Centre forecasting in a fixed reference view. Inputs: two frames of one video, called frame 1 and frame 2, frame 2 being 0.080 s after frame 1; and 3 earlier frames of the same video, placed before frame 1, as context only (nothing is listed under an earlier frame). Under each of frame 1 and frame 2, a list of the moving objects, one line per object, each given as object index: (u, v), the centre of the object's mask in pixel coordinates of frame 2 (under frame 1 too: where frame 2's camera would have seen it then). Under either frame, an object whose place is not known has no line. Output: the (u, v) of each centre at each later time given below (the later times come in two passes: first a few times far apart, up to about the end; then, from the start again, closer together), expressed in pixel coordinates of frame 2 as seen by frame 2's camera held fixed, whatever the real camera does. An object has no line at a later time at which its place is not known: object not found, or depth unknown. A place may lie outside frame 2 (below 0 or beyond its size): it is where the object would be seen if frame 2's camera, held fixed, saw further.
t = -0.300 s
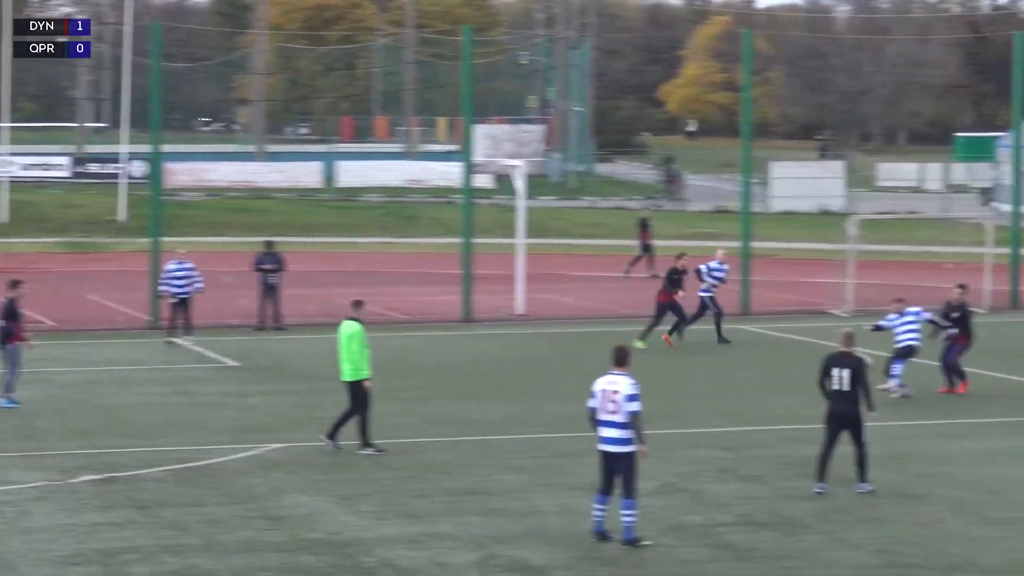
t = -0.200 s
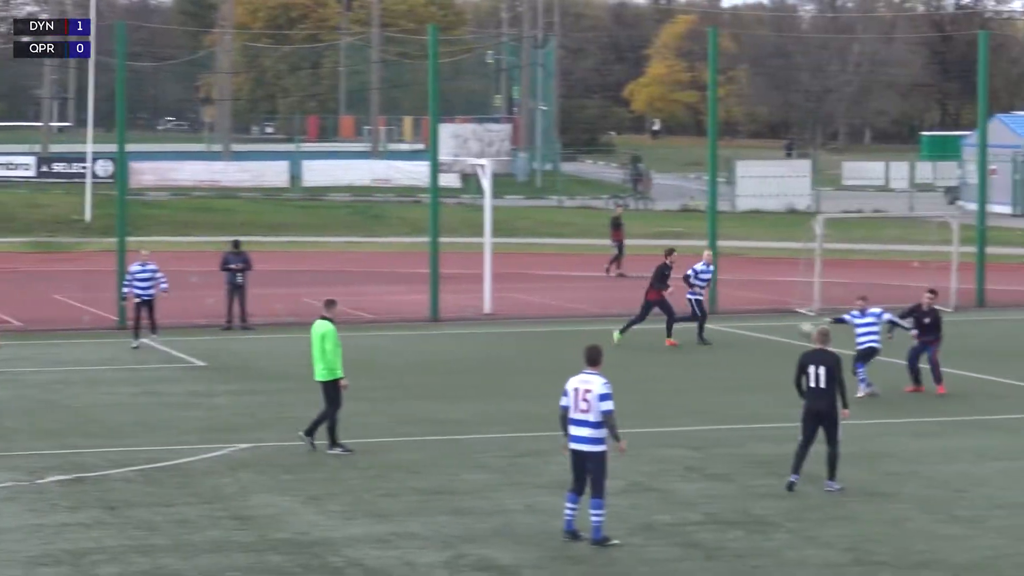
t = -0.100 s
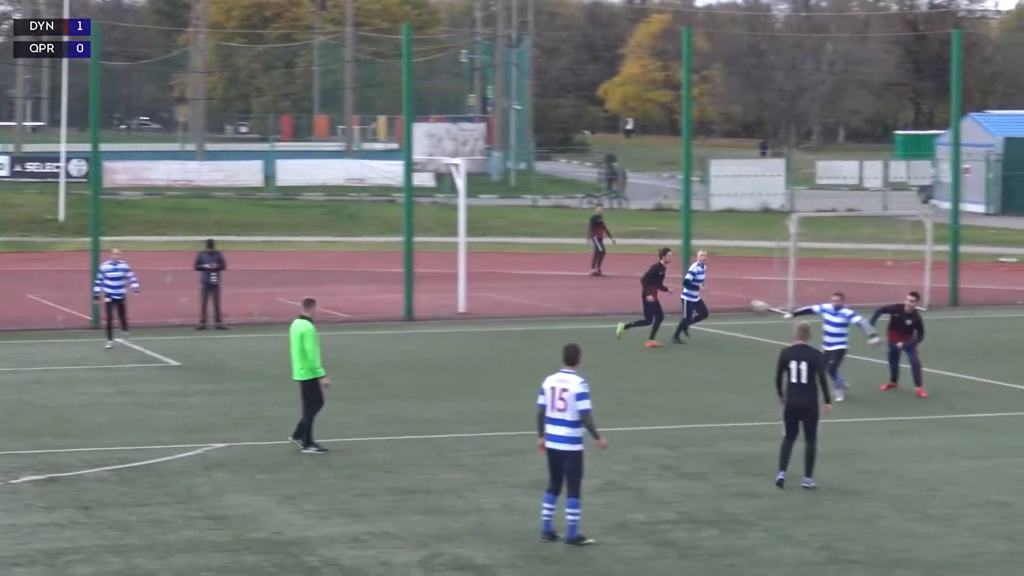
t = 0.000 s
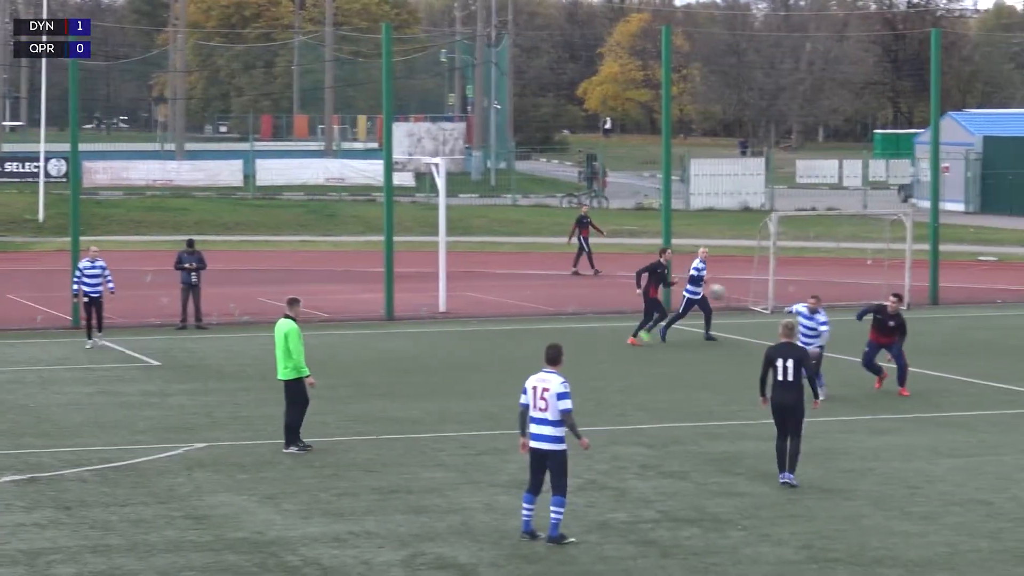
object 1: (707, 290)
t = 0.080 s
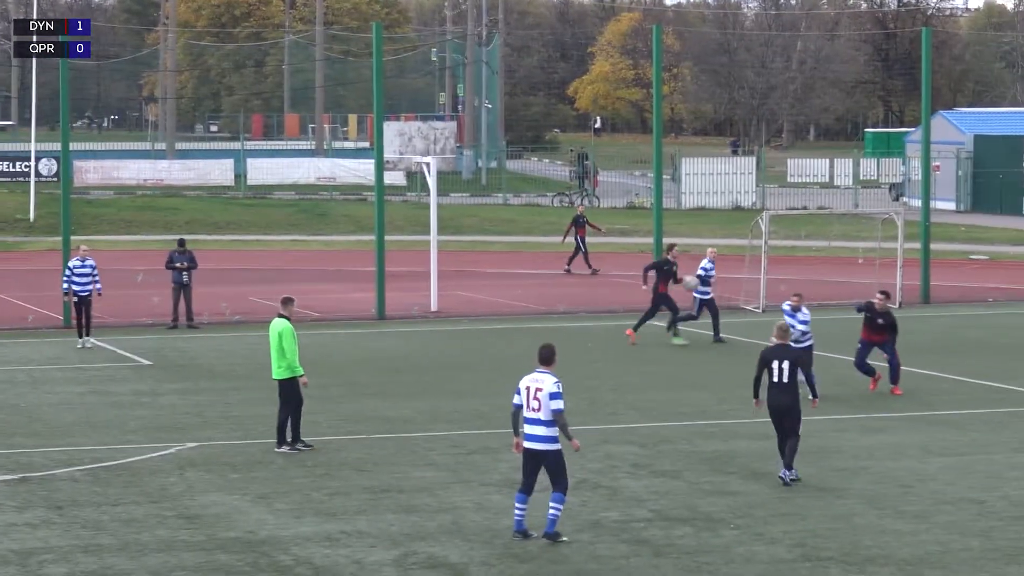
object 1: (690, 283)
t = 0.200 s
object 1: (663, 283)
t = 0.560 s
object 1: (582, 335)
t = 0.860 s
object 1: (532, 388)
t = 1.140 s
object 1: (531, 358)
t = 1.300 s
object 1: (531, 366)
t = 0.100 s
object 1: (685, 282)
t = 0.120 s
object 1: (681, 282)
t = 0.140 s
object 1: (676, 282)
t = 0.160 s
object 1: (672, 282)
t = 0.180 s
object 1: (669, 283)
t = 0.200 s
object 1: (663, 283)
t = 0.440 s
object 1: (610, 307)
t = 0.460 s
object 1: (605, 311)
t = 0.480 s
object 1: (601, 315)
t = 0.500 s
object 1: (595, 321)
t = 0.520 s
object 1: (591, 324)
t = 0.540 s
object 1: (587, 329)
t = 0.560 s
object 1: (582, 335)
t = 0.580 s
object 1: (578, 340)
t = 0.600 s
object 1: (573, 345)
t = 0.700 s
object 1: (550, 379)
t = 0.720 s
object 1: (545, 387)
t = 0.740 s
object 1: (540, 394)
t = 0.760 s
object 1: (535, 404)
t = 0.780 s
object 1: (532, 407)
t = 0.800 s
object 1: (532, 401)
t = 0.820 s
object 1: (531, 397)
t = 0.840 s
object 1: (532, 392)
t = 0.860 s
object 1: (532, 388)
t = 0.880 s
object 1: (531, 384)
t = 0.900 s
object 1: (531, 380)
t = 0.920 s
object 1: (532, 377)
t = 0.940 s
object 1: (532, 374)
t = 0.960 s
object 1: (531, 371)
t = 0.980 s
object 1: (532, 368)
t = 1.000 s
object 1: (532, 366)
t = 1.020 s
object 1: (532, 364)
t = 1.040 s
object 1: (532, 362)
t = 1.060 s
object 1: (531, 361)
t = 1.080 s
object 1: (531, 360)
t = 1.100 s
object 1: (532, 359)
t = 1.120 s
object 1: (531, 358)
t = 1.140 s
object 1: (531, 358)
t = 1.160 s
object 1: (531, 358)
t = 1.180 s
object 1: (531, 358)
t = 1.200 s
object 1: (531, 359)
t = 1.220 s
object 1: (531, 359)
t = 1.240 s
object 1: (531, 361)
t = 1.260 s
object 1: (531, 362)
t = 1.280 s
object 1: (531, 364)
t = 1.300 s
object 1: (531, 366)
